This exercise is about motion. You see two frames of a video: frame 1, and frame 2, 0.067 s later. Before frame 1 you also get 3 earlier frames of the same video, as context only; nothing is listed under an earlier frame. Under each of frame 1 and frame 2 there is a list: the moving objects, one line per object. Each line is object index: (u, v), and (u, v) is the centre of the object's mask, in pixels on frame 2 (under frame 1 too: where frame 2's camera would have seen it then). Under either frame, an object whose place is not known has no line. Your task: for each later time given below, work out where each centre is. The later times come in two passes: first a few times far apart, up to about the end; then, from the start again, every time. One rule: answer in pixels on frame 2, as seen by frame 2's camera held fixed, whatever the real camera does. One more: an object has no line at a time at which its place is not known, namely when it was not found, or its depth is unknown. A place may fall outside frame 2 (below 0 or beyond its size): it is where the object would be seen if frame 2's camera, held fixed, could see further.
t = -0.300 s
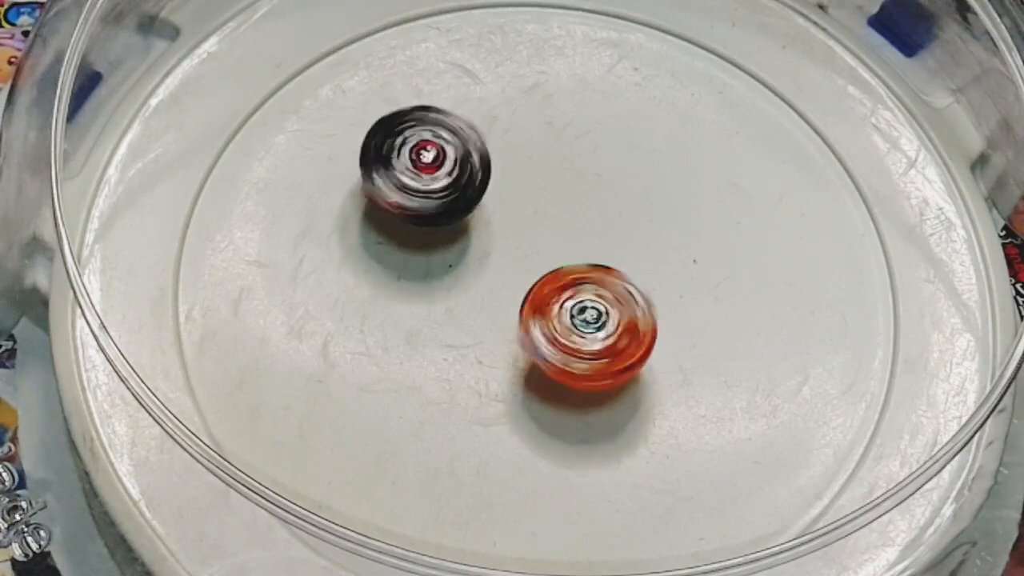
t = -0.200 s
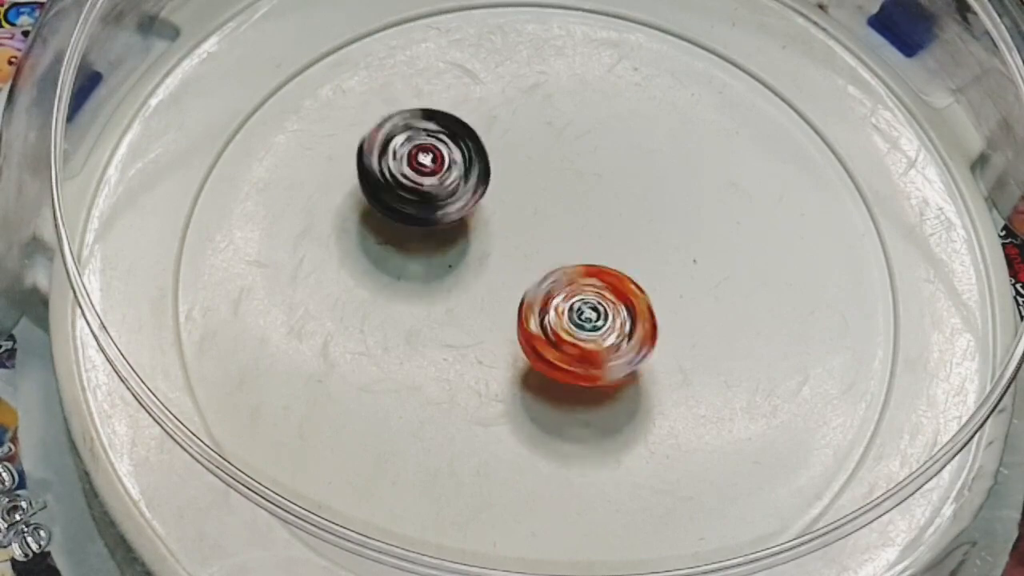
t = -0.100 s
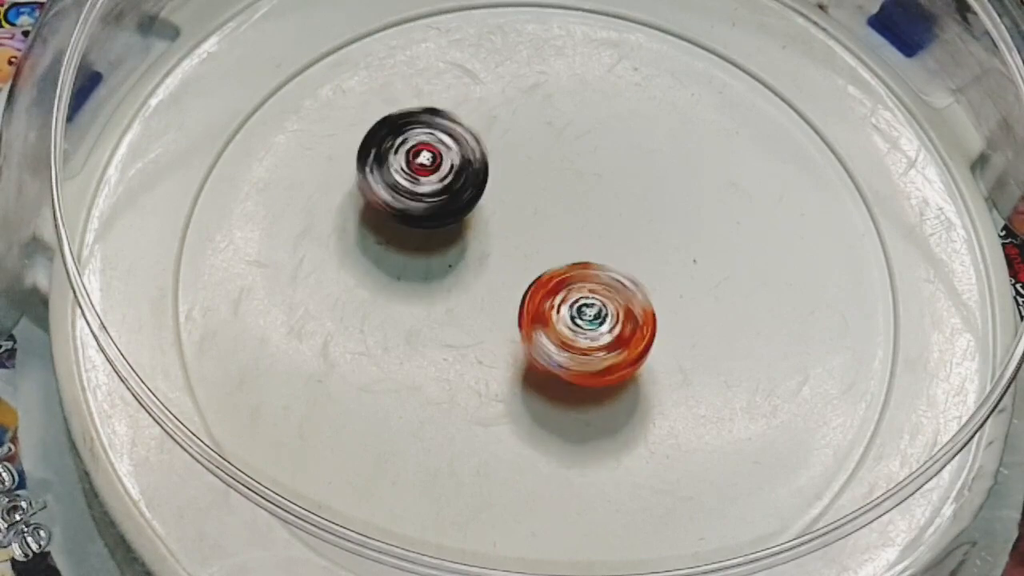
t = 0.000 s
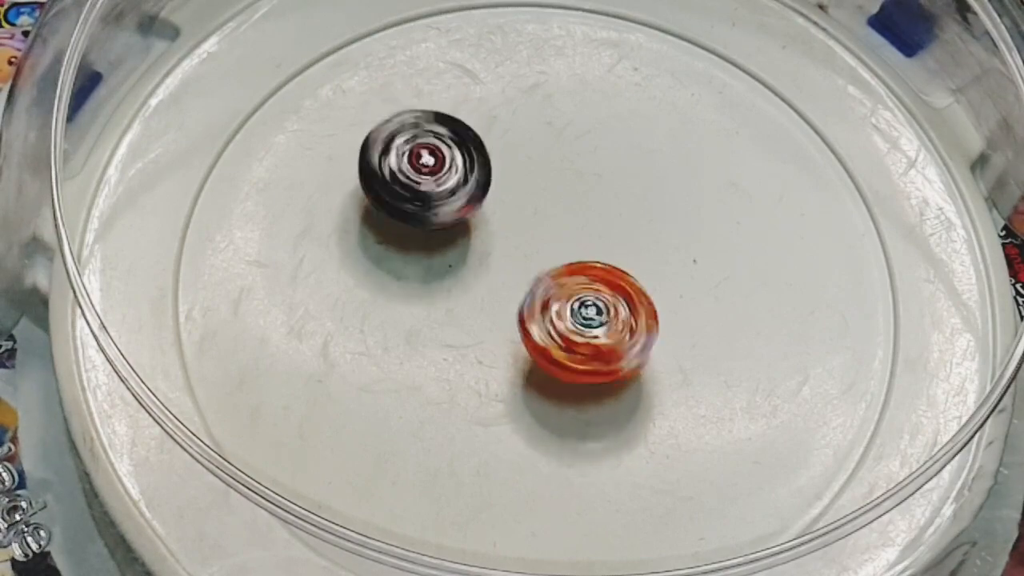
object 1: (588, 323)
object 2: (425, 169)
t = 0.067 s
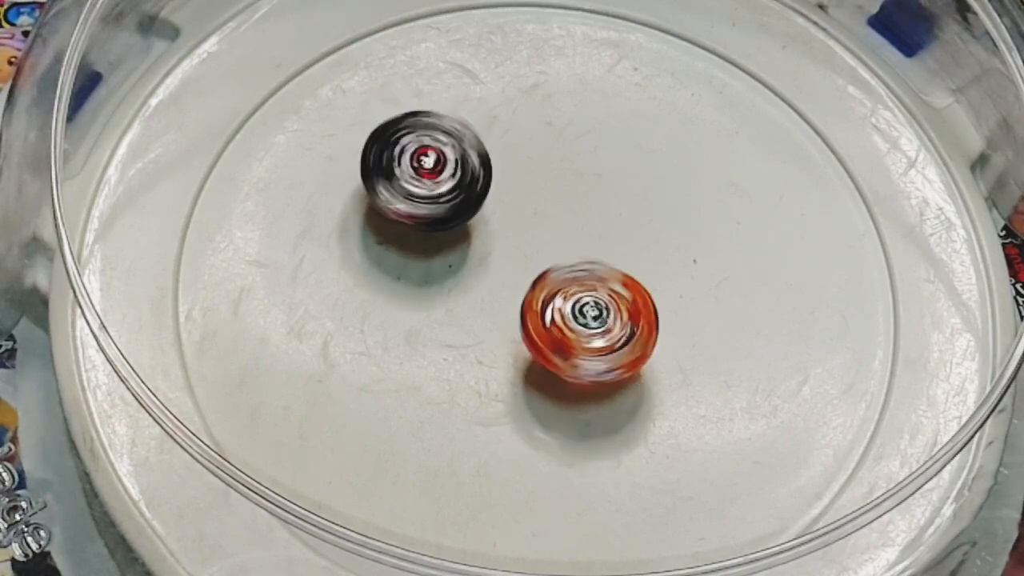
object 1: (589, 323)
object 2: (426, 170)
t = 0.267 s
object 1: (587, 321)
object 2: (424, 172)
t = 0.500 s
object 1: (589, 319)
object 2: (427, 178)
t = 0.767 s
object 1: (588, 318)
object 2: (429, 179)
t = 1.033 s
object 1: (582, 310)
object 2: (442, 192)
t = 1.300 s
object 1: (620, 319)
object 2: (449, 174)
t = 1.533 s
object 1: (609, 294)
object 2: (506, 185)
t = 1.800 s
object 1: (594, 312)
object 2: (498, 147)
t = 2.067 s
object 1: (572, 314)
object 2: (513, 181)
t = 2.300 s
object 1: (535, 455)
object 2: (604, 78)
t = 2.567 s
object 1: (633, 430)
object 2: (510, 143)
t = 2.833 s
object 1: (585, 379)
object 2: (586, 239)
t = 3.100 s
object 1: (474, 344)
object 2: (679, 184)
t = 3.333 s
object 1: (466, 310)
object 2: (639, 178)
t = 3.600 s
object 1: (469, 268)
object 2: (613, 216)
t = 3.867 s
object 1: (446, 229)
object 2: (643, 243)
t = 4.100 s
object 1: (468, 221)
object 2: (649, 270)
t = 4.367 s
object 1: (523, 219)
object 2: (629, 310)
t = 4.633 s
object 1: (576, 199)
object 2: (588, 352)
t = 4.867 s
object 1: (575, 202)
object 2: (563, 337)
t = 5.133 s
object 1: (584, 204)
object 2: (526, 338)
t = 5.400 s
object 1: (578, 219)
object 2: (519, 325)
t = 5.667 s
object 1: (579, 218)
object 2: (515, 324)
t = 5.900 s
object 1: (579, 221)
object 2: (516, 323)
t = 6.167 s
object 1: (579, 218)
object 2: (511, 324)
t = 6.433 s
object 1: (584, 215)
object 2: (510, 327)
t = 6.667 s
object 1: (586, 216)
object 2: (504, 328)
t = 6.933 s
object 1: (587, 213)
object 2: (504, 329)
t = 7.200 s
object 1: (592, 214)
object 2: (498, 330)
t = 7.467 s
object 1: (593, 214)
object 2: (499, 330)
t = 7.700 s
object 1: (595, 211)
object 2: (495, 330)
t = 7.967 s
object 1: (598, 213)
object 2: (495, 328)
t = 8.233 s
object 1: (598, 213)
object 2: (493, 328)
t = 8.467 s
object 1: (601, 211)
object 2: (492, 327)
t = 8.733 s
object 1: (601, 213)
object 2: (491, 328)
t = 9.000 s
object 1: (601, 212)
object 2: (491, 325)
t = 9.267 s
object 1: (604, 213)
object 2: (490, 326)
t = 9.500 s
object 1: (603, 214)
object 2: (489, 324)
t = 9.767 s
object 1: (603, 213)
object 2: (489, 324)
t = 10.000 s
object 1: (605, 214)
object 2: (487, 323)
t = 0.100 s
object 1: (589, 323)
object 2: (425, 172)
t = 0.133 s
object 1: (589, 324)
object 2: (425, 173)
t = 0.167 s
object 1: (588, 324)
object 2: (424, 173)
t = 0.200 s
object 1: (588, 323)
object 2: (424, 173)
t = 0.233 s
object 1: (587, 322)
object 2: (424, 173)
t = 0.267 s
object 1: (587, 321)
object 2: (424, 172)
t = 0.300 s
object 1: (588, 321)
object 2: (424, 173)
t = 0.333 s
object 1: (588, 321)
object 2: (425, 173)
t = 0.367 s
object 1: (588, 320)
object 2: (426, 173)
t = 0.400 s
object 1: (588, 320)
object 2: (427, 174)
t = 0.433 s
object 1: (588, 320)
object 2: (428, 175)
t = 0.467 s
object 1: (589, 320)
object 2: (427, 177)
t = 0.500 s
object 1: (589, 319)
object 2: (427, 178)
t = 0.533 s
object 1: (590, 320)
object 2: (426, 178)
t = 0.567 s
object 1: (590, 320)
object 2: (426, 178)
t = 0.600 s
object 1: (589, 320)
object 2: (426, 178)
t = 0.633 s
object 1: (589, 320)
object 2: (426, 178)
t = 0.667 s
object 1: (588, 319)
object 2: (426, 178)
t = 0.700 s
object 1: (587, 318)
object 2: (426, 178)
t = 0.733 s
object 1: (588, 318)
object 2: (427, 178)
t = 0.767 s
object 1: (588, 318)
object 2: (429, 179)
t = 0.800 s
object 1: (588, 317)
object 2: (430, 180)
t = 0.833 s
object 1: (588, 317)
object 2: (430, 181)
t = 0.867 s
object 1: (588, 317)
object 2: (429, 183)
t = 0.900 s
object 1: (588, 316)
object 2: (429, 184)
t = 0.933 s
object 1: (586, 314)
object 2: (432, 189)
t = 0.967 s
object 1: (580, 307)
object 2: (443, 200)
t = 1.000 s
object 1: (567, 292)
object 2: (453, 211)
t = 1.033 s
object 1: (582, 310)
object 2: (442, 192)
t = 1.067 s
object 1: (596, 327)
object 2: (438, 174)
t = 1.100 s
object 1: (600, 335)
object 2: (437, 164)
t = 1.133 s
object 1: (603, 334)
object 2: (432, 161)
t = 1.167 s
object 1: (604, 334)
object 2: (429, 161)
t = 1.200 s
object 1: (603, 330)
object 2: (436, 165)
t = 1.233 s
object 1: (607, 323)
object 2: (443, 167)
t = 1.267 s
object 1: (612, 322)
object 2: (443, 171)
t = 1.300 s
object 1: (620, 319)
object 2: (449, 174)
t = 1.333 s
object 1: (629, 316)
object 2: (460, 176)
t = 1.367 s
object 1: (634, 312)
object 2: (464, 179)
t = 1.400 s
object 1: (637, 307)
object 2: (473, 183)
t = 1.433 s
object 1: (636, 305)
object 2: (482, 183)
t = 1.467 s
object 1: (629, 303)
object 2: (489, 183)
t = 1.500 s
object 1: (619, 299)
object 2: (495, 184)
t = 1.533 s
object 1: (609, 294)
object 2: (506, 185)
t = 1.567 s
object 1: (600, 288)
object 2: (510, 183)
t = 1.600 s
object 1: (596, 288)
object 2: (517, 183)
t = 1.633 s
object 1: (596, 301)
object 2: (521, 169)
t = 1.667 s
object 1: (594, 306)
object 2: (519, 161)
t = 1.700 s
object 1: (594, 308)
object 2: (516, 158)
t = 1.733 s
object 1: (594, 309)
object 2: (513, 149)
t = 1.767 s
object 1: (595, 310)
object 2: (502, 145)
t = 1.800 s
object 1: (594, 312)
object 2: (498, 147)
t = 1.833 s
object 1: (593, 314)
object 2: (494, 149)
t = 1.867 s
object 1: (590, 315)
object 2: (492, 157)
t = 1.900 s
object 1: (588, 316)
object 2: (495, 162)
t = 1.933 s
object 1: (585, 315)
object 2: (493, 168)
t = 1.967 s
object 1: (582, 315)
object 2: (496, 173)
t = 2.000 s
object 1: (579, 314)
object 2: (495, 173)
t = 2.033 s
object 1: (576, 315)
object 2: (502, 177)
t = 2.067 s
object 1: (572, 314)
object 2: (513, 181)
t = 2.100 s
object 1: (569, 315)
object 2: (525, 190)
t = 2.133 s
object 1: (566, 316)
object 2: (543, 194)
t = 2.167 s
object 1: (554, 354)
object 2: (564, 162)
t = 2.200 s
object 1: (541, 393)
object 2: (585, 130)
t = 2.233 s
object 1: (533, 423)
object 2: (597, 102)
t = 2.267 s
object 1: (531, 443)
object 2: (607, 87)
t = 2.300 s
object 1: (535, 455)
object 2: (604, 78)
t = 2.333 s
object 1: (542, 460)
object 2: (599, 73)
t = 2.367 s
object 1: (554, 461)
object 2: (584, 76)
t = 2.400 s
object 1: (567, 463)
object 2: (568, 80)
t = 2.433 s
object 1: (583, 465)
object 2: (555, 91)
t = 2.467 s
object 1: (600, 461)
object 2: (541, 102)
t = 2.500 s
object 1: (613, 452)
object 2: (533, 116)
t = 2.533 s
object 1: (625, 441)
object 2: (520, 132)
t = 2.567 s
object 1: (633, 430)
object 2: (510, 143)
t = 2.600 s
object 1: (637, 419)
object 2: (507, 158)
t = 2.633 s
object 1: (636, 411)
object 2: (502, 170)
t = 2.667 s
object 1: (631, 404)
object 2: (510, 178)
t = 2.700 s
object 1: (625, 398)
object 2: (523, 193)
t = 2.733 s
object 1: (616, 392)
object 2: (537, 205)
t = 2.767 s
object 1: (607, 387)
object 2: (556, 218)
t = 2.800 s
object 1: (597, 384)
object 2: (571, 230)
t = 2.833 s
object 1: (585, 379)
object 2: (586, 239)
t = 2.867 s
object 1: (572, 365)
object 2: (603, 247)
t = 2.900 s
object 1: (542, 368)
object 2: (635, 229)
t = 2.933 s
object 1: (514, 370)
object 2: (663, 215)
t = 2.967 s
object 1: (495, 368)
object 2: (678, 203)
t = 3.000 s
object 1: (486, 364)
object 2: (688, 195)
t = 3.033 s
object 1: (480, 358)
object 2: (692, 190)
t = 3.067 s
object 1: (477, 351)
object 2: (688, 189)
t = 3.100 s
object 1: (474, 344)
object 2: (679, 184)
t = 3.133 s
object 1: (471, 338)
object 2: (673, 178)
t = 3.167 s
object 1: (469, 334)
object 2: (669, 174)
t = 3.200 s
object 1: (469, 329)
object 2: (661, 172)
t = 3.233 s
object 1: (468, 324)
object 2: (654, 171)
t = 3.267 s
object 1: (468, 318)
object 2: (650, 171)
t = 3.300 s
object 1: (466, 313)
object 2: (646, 174)
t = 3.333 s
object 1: (466, 310)
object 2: (639, 178)
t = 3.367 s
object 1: (467, 306)
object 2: (634, 180)
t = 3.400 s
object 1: (468, 302)
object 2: (631, 183)
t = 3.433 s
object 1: (468, 295)
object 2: (630, 188)
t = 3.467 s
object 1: (467, 290)
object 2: (625, 195)
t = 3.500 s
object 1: (468, 286)
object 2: (620, 200)
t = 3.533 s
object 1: (469, 282)
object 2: (617, 204)
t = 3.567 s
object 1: (470, 275)
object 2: (616, 209)
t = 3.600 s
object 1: (469, 268)
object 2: (613, 216)
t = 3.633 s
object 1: (471, 265)
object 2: (610, 222)
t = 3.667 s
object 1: (475, 261)
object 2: (607, 226)
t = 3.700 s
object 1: (466, 255)
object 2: (616, 229)
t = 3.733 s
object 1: (452, 246)
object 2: (630, 231)
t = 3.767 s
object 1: (443, 242)
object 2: (637, 235)
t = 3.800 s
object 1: (443, 237)
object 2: (640, 239)
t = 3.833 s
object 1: (445, 231)
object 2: (642, 240)
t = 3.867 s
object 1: (446, 229)
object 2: (643, 243)
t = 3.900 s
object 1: (449, 231)
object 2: (645, 244)
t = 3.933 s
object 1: (452, 232)
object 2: (649, 247)
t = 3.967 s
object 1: (452, 229)
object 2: (650, 252)
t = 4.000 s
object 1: (453, 226)
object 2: (650, 256)
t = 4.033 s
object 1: (459, 225)
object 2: (650, 261)
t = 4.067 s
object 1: (465, 221)
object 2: (650, 265)
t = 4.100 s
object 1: (468, 221)
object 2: (649, 270)
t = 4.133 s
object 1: (475, 221)
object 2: (648, 275)
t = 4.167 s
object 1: (483, 219)
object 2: (649, 280)
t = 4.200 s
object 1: (487, 217)
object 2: (647, 286)
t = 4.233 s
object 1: (493, 217)
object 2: (644, 292)
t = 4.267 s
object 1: (502, 217)
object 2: (641, 298)
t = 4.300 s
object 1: (508, 217)
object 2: (638, 302)
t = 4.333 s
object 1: (515, 218)
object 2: (634, 306)
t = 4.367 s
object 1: (523, 219)
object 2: (629, 310)
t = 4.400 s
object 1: (528, 219)
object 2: (625, 315)
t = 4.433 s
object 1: (534, 221)
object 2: (621, 317)
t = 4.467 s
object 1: (542, 219)
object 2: (618, 323)
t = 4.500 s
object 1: (547, 218)
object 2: (613, 329)
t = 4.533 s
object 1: (554, 219)
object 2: (608, 333)
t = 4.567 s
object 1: (564, 210)
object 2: (602, 342)
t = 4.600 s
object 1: (568, 202)
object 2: (594, 350)
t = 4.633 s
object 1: (576, 199)
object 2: (588, 352)
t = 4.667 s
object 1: (581, 195)
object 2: (583, 351)
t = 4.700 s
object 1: (581, 197)
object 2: (579, 350)
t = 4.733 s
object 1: (583, 198)
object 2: (575, 348)
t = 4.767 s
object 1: (580, 198)
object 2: (571, 345)
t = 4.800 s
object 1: (579, 201)
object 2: (568, 342)
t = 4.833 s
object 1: (579, 200)
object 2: (565, 339)
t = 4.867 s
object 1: (575, 202)
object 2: (563, 337)
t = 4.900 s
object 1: (576, 204)
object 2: (560, 335)
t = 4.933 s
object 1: (574, 204)
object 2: (557, 332)
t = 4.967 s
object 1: (573, 208)
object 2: (554, 330)
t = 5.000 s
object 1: (573, 210)
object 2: (552, 328)
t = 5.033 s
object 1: (575, 204)
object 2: (544, 335)
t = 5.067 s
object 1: (581, 200)
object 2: (537, 341)
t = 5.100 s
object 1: (582, 199)
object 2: (531, 341)
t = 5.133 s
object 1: (584, 204)
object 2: (526, 338)
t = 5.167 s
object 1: (583, 206)
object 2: (523, 335)
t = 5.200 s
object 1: (581, 213)
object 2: (520, 331)
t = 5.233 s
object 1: (581, 216)
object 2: (518, 327)
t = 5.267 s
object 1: (579, 218)
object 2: (517, 324)
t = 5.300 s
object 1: (579, 218)
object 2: (517, 324)
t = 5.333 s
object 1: (579, 218)
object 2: (518, 324)
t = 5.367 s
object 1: (579, 219)
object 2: (518, 324)
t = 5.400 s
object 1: (578, 219)
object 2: (519, 325)
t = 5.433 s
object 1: (577, 219)
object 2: (518, 325)
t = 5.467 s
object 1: (577, 219)
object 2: (517, 326)
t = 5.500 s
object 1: (578, 218)
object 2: (518, 326)
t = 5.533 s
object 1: (578, 218)
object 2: (517, 326)
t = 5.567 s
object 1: (578, 218)
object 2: (516, 326)
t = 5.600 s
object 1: (578, 218)
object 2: (516, 325)
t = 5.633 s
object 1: (578, 218)
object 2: (516, 325)
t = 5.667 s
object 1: (579, 218)
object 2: (515, 324)
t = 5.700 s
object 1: (579, 218)
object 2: (515, 323)
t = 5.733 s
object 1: (579, 218)
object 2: (514, 324)
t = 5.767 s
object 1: (579, 219)
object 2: (514, 323)
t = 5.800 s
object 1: (579, 220)
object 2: (515, 323)
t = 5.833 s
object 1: (579, 220)
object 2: (515, 323)
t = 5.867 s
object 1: (579, 220)
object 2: (516, 322)
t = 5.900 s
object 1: (579, 221)
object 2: (516, 323)
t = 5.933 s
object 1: (579, 220)
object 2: (517, 323)
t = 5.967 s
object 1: (579, 220)
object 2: (516, 325)
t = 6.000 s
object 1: (579, 219)
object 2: (515, 325)
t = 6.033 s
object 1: (579, 219)
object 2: (513, 325)
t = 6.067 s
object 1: (579, 219)
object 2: (513, 324)
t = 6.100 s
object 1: (579, 219)
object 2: (512, 324)
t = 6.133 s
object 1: (579, 218)
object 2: (511, 324)
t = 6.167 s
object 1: (579, 218)
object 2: (511, 324)
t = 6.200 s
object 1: (580, 218)
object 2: (511, 323)
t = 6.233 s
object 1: (581, 218)
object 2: (511, 324)
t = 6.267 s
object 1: (581, 217)
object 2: (511, 325)
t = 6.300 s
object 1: (581, 217)
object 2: (510, 325)
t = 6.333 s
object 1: (582, 216)
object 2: (511, 325)
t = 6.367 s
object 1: (583, 215)
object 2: (511, 326)
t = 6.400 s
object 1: (584, 215)
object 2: (510, 326)
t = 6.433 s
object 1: (584, 215)
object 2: (510, 327)
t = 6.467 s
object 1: (585, 216)
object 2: (509, 327)
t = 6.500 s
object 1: (585, 216)
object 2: (509, 328)
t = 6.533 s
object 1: (586, 216)
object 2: (507, 329)
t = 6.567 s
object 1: (586, 216)
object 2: (506, 329)
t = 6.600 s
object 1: (586, 216)
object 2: (506, 328)
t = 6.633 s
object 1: (586, 216)
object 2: (505, 328)
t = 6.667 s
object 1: (586, 216)
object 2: (504, 328)
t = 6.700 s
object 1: (586, 215)
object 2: (504, 327)
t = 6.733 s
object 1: (586, 215)
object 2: (505, 327)
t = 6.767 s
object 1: (586, 215)
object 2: (505, 327)
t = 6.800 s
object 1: (585, 215)
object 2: (504, 328)
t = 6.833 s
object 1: (585, 214)
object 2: (504, 329)
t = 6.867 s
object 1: (586, 214)
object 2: (504, 328)
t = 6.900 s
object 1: (587, 214)
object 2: (504, 328)
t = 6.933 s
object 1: (587, 213)
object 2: (504, 329)
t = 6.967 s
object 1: (588, 213)
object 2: (504, 329)
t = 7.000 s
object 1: (588, 213)
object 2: (503, 329)
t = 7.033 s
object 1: (590, 212)
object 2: (503, 330)
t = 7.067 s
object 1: (591, 213)
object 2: (502, 330)
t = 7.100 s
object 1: (591, 213)
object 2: (500, 331)
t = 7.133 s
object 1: (592, 213)
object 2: (500, 330)
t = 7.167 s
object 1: (592, 213)
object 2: (499, 330)
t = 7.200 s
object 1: (592, 214)
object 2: (498, 330)
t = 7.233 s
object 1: (593, 214)
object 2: (499, 329)
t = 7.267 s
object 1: (593, 214)
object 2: (499, 328)
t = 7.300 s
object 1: (593, 214)
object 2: (499, 329)
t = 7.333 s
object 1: (593, 214)
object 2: (499, 328)
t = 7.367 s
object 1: (593, 214)
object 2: (499, 329)
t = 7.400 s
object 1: (593, 214)
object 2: (498, 329)
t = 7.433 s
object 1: (593, 214)
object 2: (499, 329)
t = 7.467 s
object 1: (593, 214)
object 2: (499, 330)
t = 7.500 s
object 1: (593, 214)
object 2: (499, 330)
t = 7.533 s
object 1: (593, 213)
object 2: (498, 330)
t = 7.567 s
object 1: (594, 213)
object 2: (498, 330)
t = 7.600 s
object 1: (594, 212)
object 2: (498, 330)
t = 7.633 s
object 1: (595, 212)
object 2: (496, 331)
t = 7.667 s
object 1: (595, 212)
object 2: (496, 330)
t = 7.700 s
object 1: (595, 211)
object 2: (495, 330)
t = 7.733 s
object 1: (596, 211)
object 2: (494, 329)
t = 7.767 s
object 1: (597, 211)
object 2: (494, 329)
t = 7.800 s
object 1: (597, 212)
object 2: (494, 328)
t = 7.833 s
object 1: (598, 212)
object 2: (495, 328)
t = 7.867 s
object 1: (598, 212)
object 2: (495, 328)
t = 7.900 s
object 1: (598, 213)
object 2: (495, 328)
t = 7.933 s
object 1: (598, 213)
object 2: (495, 328)
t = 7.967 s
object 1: (598, 213)
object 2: (495, 328)
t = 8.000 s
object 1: (598, 213)
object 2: (495, 328)
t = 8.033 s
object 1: (598, 213)
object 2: (495, 328)
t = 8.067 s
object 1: (598, 213)
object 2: (495, 328)
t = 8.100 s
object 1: (598, 213)
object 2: (495, 328)
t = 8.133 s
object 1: (598, 214)
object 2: (495, 329)
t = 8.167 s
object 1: (598, 213)
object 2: (494, 329)
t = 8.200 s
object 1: (597, 213)
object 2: (493, 329)
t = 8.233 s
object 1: (598, 213)
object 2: (493, 328)
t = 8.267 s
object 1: (598, 212)
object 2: (492, 328)
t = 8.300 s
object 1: (598, 212)
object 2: (492, 327)
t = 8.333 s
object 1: (599, 212)
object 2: (492, 327)
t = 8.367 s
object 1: (599, 212)
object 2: (492, 326)
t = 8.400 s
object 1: (599, 212)
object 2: (492, 326)
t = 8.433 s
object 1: (600, 211)
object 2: (493, 326)
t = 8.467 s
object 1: (601, 211)
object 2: (492, 327)
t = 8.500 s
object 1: (601, 213)
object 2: (493, 327)
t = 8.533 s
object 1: (602, 213)
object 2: (493, 327)
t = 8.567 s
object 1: (602, 212)
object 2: (493, 327)
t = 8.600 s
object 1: (602, 213)
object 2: (493, 327)
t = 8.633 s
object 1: (602, 213)
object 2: (493, 327)
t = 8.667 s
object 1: (602, 214)
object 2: (493, 327)
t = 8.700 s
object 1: (602, 213)
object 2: (492, 328)
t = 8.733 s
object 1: (601, 213)
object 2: (491, 328)
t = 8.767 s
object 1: (601, 214)
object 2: (491, 327)
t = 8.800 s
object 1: (601, 213)
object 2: (490, 327)
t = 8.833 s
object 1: (601, 214)
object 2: (490, 327)
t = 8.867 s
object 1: (601, 214)
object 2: (490, 326)
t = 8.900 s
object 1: (601, 214)
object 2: (490, 325)
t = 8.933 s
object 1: (600, 213)
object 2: (490, 325)
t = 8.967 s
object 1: (601, 213)
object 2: (491, 325)
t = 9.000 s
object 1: (601, 212)
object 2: (491, 325)
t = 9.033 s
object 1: (601, 212)
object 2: (491, 326)
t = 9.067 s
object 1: (602, 212)
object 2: (491, 325)
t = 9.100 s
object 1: (602, 211)
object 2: (491, 325)
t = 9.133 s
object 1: (603, 211)
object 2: (491, 326)
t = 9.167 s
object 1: (604, 211)
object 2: (491, 325)
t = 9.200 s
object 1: (604, 213)
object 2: (491, 326)
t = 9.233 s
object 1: (604, 213)
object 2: (491, 326)
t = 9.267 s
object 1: (604, 213)
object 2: (490, 326)
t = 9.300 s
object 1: (604, 213)
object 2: (489, 326)
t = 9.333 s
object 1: (604, 214)
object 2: (489, 326)
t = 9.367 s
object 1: (604, 214)
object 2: (488, 326)
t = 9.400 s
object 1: (604, 214)
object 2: (488, 325)
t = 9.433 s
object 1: (604, 214)
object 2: (488, 324)
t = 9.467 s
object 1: (604, 214)
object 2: (488, 324)
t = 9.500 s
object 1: (603, 214)
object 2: (489, 324)
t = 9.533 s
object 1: (603, 214)
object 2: (489, 324)
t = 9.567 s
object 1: (602, 214)
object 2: (489, 324)
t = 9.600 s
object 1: (602, 214)
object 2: (489, 324)
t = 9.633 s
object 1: (602, 214)
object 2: (490, 324)
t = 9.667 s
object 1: (603, 213)
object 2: (490, 324)
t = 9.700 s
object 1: (603, 213)
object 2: (490, 324)
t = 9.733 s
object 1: (603, 213)
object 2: (490, 324)
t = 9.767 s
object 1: (603, 213)
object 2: (489, 324)
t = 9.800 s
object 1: (603, 212)
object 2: (489, 324)
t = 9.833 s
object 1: (604, 212)
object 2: (488, 325)
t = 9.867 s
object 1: (605, 213)
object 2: (488, 325)
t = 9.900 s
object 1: (605, 213)
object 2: (487, 324)
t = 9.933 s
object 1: (605, 214)
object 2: (487, 324)
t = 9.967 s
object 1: (605, 214)
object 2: (486, 323)
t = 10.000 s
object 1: (605, 214)
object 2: (487, 323)
